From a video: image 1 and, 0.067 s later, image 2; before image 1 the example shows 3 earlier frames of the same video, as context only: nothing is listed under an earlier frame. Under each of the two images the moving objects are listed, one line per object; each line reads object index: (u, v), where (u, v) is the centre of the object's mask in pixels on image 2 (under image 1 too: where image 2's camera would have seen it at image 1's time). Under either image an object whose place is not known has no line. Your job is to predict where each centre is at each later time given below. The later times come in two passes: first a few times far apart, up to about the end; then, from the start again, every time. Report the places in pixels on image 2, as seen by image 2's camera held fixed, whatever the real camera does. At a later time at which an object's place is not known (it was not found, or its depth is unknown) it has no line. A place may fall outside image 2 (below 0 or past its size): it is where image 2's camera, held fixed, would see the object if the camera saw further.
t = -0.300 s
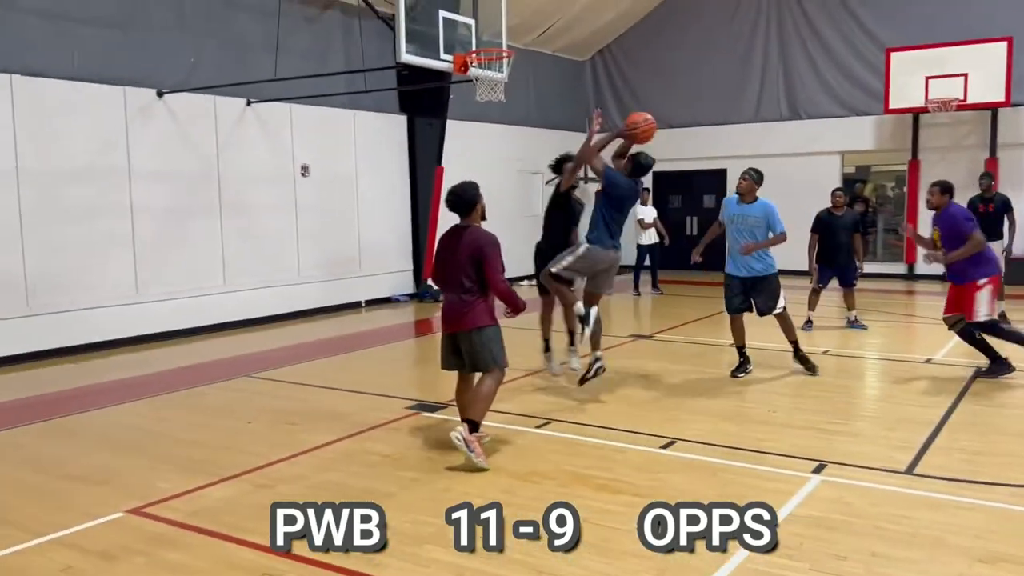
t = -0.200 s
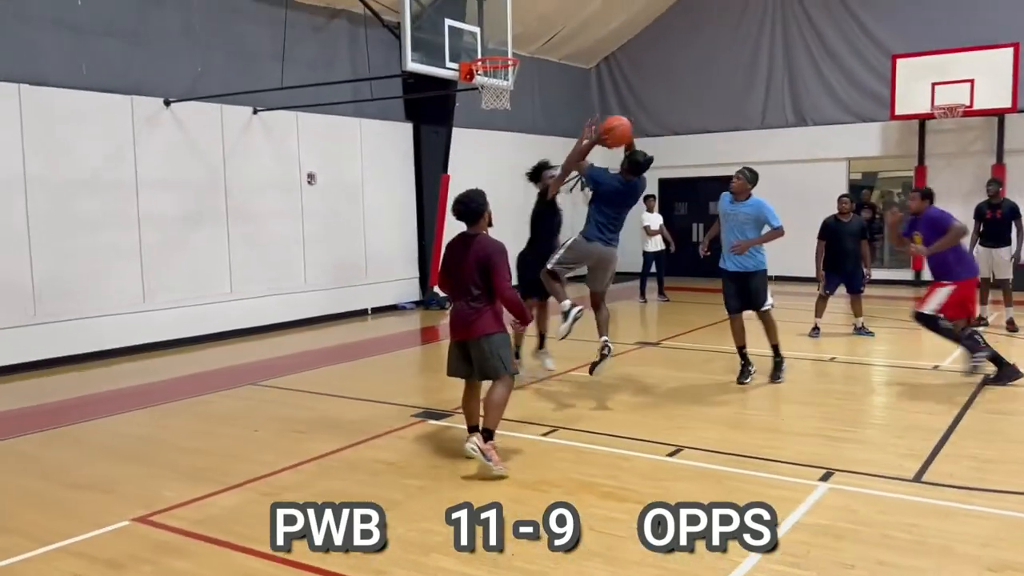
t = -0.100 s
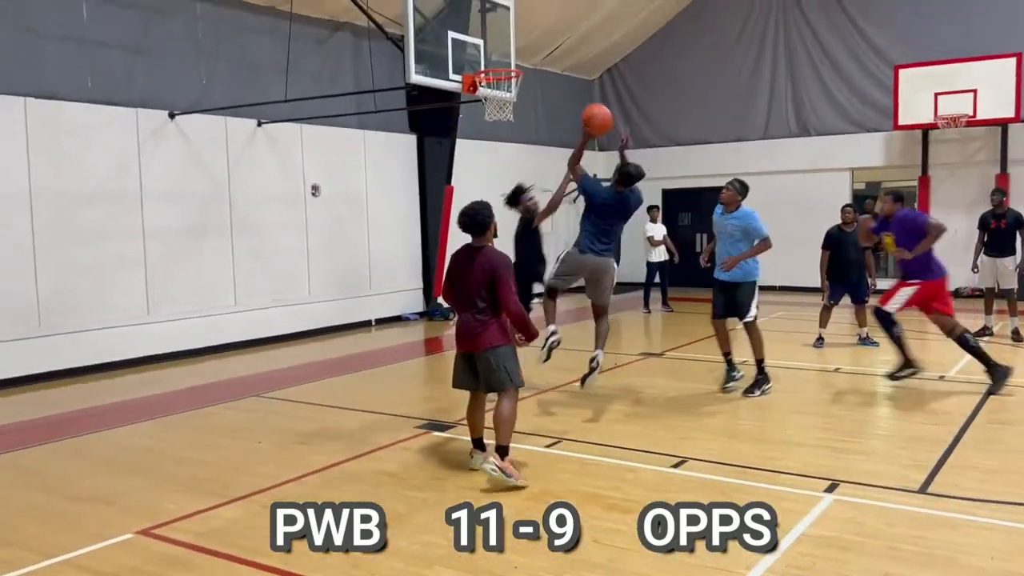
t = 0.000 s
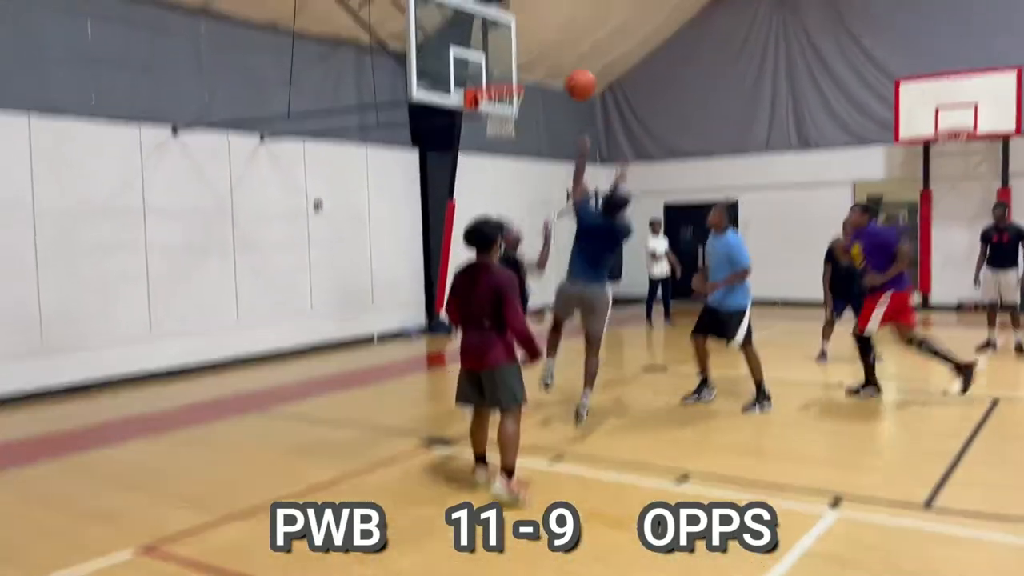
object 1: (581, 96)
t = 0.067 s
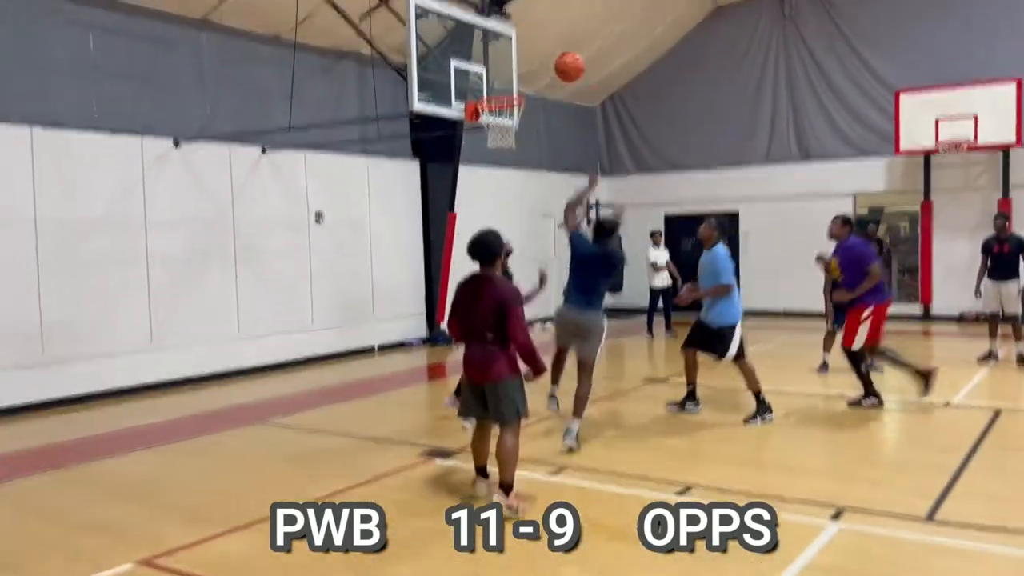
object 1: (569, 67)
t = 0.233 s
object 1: (543, 21)
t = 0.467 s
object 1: (513, 16)
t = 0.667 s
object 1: (494, 54)
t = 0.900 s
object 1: (485, 63)
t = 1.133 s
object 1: (488, 35)
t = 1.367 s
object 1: (493, 59)
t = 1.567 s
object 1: (497, 77)
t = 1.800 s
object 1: (505, 54)
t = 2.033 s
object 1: (515, 84)
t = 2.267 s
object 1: (505, 97)
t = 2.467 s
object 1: (498, 147)
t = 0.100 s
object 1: (563, 55)
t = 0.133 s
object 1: (558, 44)
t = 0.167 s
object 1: (553, 35)
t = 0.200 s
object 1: (548, 27)
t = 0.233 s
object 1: (543, 21)
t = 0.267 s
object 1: (538, 17)
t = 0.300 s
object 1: (534, 13)
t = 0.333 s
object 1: (529, 11)
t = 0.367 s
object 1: (525, 10)
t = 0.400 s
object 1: (521, 11)
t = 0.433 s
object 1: (517, 13)
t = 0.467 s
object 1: (513, 16)
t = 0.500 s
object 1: (510, 19)
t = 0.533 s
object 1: (507, 24)
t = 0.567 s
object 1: (503, 30)
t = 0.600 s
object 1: (500, 37)
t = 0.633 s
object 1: (498, 45)
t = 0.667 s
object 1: (494, 54)
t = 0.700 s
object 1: (491, 64)
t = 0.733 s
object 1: (488, 76)
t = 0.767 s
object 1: (485, 87)
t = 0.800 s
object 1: (484, 90)
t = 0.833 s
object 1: (484, 81)
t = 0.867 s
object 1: (484, 71)
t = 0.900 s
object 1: (485, 63)
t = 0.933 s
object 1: (485, 56)
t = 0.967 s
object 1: (485, 50)
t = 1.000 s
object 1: (486, 45)
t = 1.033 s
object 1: (486, 41)
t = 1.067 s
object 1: (487, 38)
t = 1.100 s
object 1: (487, 36)
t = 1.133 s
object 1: (488, 35)
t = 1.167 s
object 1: (488, 35)
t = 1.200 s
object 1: (489, 37)
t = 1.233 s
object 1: (489, 39)
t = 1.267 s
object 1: (490, 42)
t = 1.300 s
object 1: (491, 47)
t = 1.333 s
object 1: (492, 52)
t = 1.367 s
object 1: (493, 59)
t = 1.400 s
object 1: (493, 68)
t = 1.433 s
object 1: (494, 77)
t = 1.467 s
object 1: (495, 85)
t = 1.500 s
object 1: (495, 90)
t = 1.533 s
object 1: (496, 84)
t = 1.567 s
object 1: (497, 77)
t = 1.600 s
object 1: (498, 71)
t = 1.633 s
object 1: (500, 66)
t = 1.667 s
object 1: (501, 61)
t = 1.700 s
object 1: (502, 57)
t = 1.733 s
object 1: (503, 55)
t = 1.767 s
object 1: (504, 54)
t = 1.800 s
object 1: (505, 54)
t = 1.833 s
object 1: (507, 55)
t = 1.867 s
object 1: (508, 57)
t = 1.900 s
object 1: (510, 60)
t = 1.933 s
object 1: (511, 64)
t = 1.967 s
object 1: (512, 70)
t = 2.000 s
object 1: (514, 76)
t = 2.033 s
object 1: (515, 84)
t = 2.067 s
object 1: (516, 87)
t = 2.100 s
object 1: (514, 86)
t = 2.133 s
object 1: (512, 86)
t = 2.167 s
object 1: (510, 86)
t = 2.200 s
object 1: (509, 87)
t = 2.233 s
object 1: (507, 89)
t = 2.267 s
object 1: (505, 97)
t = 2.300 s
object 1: (504, 102)
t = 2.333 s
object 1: (504, 108)
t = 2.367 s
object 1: (502, 116)
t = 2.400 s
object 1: (500, 125)
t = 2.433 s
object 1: (499, 134)
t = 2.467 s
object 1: (498, 147)
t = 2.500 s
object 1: (496, 153)
